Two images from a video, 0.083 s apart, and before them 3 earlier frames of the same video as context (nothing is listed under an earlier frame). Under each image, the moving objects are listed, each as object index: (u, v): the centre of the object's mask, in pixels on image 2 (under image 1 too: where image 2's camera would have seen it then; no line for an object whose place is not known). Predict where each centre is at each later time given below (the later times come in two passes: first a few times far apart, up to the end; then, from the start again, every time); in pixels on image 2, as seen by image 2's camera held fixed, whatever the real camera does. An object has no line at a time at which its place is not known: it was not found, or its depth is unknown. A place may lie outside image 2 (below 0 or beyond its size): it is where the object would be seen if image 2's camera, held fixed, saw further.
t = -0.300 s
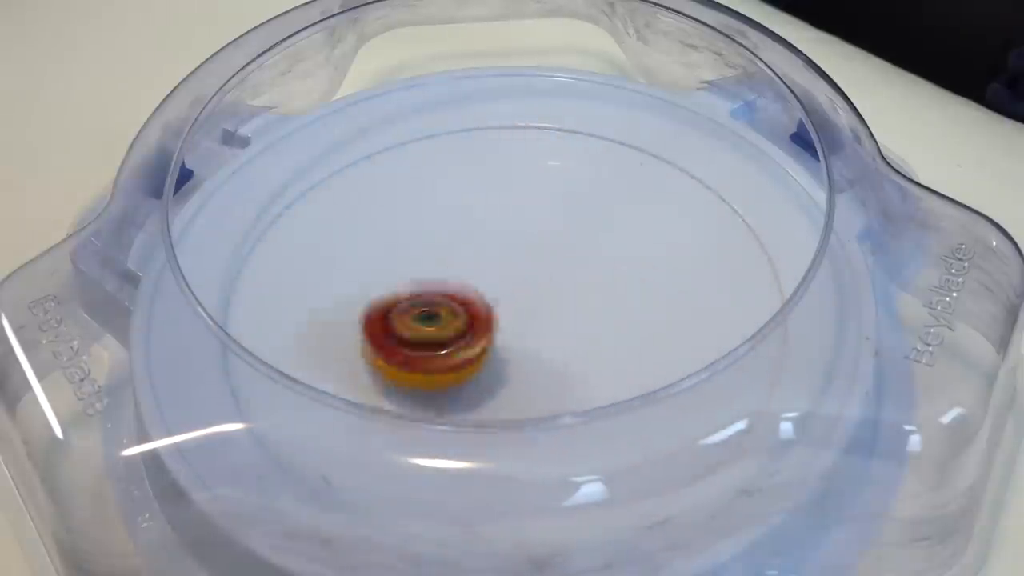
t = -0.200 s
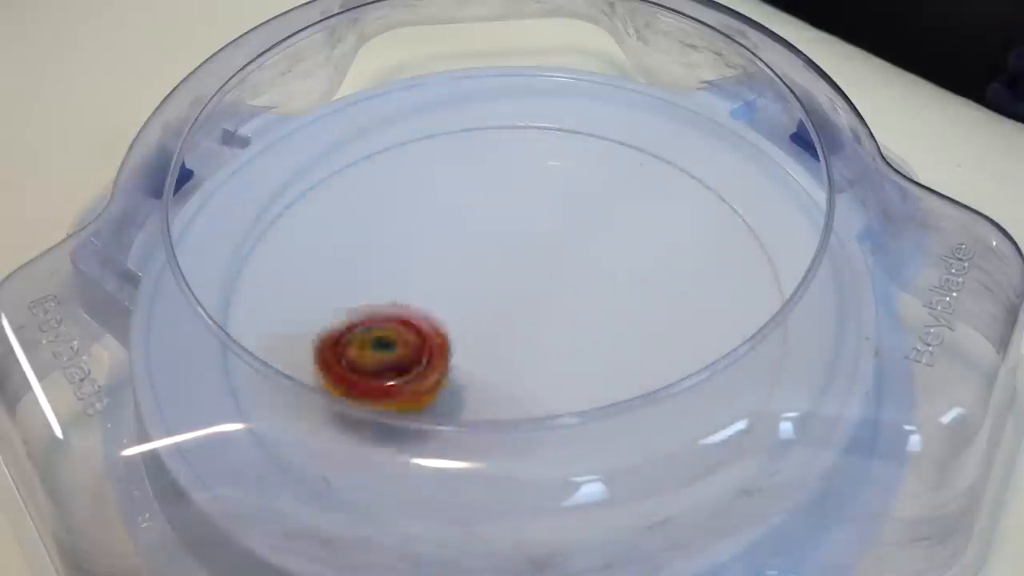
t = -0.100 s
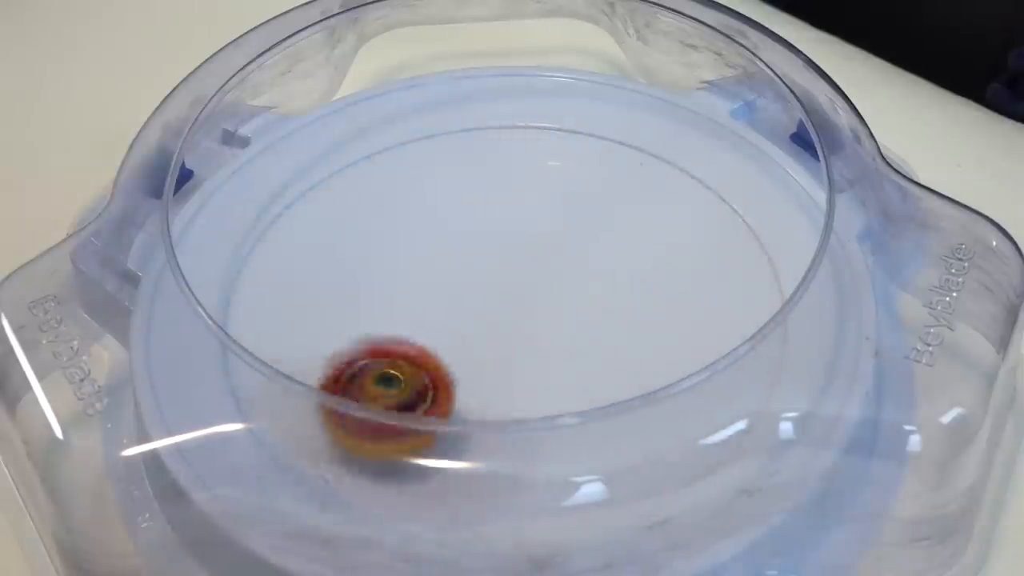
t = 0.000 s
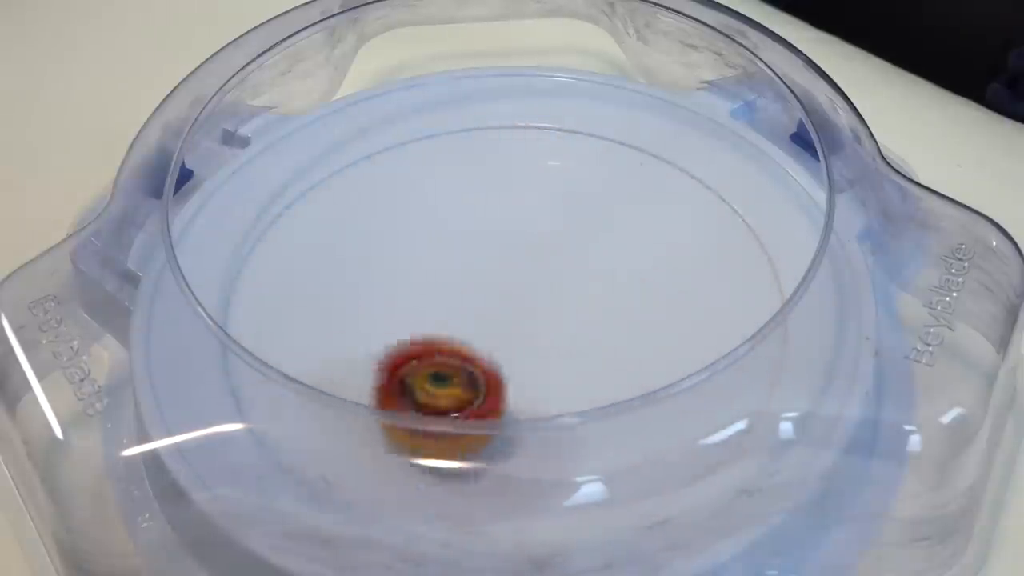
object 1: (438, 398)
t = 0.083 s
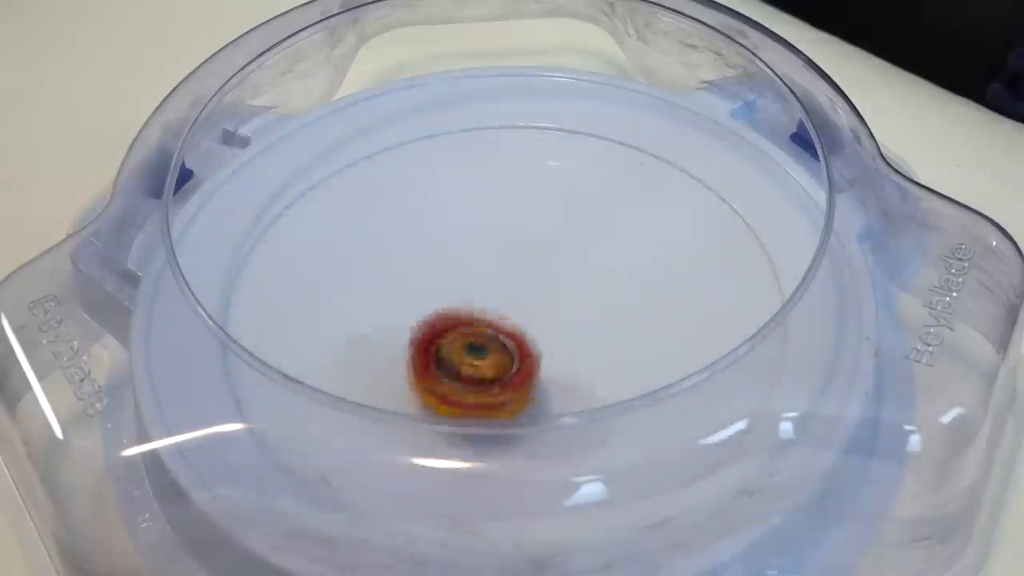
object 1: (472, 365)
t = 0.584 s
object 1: (386, 235)
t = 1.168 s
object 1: (615, 233)
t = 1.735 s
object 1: (504, 403)
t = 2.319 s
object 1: (414, 282)
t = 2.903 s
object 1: (532, 279)
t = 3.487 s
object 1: (514, 313)
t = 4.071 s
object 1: (522, 326)
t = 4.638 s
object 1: (448, 339)
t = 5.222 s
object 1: (485, 238)
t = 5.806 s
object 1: (593, 337)
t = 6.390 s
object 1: (422, 339)
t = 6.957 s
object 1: (503, 275)
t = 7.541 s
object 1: (512, 306)
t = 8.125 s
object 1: (536, 335)
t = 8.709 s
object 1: (449, 295)
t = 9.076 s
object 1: (490, 290)
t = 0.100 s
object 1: (477, 360)
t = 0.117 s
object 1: (480, 352)
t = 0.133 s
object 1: (482, 343)
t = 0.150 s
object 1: (483, 336)
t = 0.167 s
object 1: (483, 330)
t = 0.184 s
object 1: (486, 321)
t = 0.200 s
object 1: (485, 313)
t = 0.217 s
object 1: (484, 304)
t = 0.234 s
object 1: (483, 298)
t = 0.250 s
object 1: (482, 291)
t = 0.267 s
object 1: (482, 282)
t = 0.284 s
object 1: (479, 274)
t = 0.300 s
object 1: (475, 268)
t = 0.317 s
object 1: (473, 262)
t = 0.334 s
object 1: (470, 255)
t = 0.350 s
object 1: (466, 247)
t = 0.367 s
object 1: (461, 241)
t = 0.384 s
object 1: (455, 236)
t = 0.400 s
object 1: (451, 230)
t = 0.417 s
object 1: (446, 224)
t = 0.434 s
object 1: (437, 220)
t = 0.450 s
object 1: (431, 218)
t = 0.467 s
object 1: (423, 216)
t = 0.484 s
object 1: (417, 213)
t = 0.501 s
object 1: (409, 213)
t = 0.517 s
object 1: (400, 216)
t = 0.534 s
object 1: (394, 219)
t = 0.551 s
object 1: (391, 224)
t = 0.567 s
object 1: (387, 228)
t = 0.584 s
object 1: (386, 235)
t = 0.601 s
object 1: (386, 243)
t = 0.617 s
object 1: (391, 249)
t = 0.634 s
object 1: (396, 255)
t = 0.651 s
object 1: (400, 261)
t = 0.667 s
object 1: (408, 267)
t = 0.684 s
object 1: (417, 273)
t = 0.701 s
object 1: (424, 276)
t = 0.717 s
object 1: (434, 280)
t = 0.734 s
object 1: (441, 285)
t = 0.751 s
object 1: (453, 287)
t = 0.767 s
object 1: (464, 288)
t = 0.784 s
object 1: (471, 290)
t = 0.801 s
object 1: (482, 293)
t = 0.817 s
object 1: (494, 294)
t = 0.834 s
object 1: (502, 294)
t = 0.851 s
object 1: (512, 294)
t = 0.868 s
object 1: (522, 296)
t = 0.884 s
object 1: (532, 293)
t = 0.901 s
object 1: (542, 292)
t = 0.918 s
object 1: (550, 291)
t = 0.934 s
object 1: (560, 289)
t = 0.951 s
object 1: (571, 286)
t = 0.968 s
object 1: (577, 282)
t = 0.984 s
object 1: (586, 280)
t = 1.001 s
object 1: (594, 277)
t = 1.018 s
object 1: (601, 271)
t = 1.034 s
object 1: (607, 267)
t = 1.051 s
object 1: (611, 264)
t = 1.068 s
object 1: (617, 258)
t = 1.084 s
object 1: (621, 253)
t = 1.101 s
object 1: (621, 248)
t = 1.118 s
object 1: (624, 243)
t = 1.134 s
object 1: (623, 239)
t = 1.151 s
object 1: (619, 234)
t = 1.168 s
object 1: (615, 233)
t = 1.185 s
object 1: (610, 231)
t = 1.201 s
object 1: (606, 228)
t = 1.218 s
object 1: (599, 229)
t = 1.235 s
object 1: (592, 231)
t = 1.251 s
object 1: (587, 231)
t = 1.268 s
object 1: (582, 232)
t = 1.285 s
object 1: (571, 236)
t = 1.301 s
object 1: (565, 240)
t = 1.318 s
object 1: (558, 244)
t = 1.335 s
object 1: (549, 249)
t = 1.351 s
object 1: (543, 256)
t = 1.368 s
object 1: (538, 262)
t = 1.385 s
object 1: (531, 266)
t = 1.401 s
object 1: (525, 274)
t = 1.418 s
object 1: (520, 282)
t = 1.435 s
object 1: (517, 286)
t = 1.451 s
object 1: (512, 293)
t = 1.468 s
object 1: (506, 301)
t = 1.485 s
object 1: (504, 306)
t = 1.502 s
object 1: (501, 313)
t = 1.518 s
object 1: (496, 321)
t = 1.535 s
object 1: (495, 328)
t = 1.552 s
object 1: (493, 333)
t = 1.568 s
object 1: (489, 340)
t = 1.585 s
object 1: (489, 349)
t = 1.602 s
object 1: (488, 356)
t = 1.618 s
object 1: (487, 360)
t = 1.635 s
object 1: (487, 366)
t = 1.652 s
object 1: (488, 372)
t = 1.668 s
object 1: (491, 373)
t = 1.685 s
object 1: (492, 378)
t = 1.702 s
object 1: (493, 382)
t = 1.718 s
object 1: (501, 399)
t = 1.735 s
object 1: (504, 403)
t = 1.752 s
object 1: (508, 408)
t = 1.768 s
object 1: (517, 411)
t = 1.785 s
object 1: (526, 411)
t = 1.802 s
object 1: (531, 412)
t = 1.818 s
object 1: (541, 412)
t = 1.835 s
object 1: (548, 409)
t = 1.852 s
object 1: (550, 407)
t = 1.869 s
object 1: (557, 404)
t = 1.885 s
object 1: (561, 396)
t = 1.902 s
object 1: (560, 391)
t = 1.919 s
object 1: (563, 388)
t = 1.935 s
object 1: (564, 376)
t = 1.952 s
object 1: (559, 370)
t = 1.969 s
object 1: (557, 365)
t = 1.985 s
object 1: (555, 359)
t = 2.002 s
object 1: (549, 354)
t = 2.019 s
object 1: (545, 349)
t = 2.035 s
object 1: (540, 343)
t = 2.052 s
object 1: (532, 338)
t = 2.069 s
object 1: (526, 335)
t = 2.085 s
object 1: (521, 329)
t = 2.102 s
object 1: (513, 324)
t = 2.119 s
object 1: (506, 321)
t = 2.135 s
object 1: (499, 316)
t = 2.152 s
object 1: (491, 312)
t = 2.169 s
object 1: (484, 308)
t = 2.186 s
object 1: (477, 306)
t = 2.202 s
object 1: (469, 300)
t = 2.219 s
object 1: (461, 298)
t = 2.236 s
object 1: (454, 295)
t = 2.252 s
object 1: (445, 290)
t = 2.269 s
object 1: (437, 289)
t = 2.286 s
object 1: (430, 287)
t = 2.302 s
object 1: (422, 283)
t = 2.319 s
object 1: (414, 282)
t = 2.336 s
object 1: (406, 282)
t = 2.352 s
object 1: (399, 279)
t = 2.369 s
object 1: (392, 280)
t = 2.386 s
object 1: (384, 282)
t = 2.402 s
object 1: (379, 281)
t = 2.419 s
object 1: (373, 284)
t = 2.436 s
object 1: (368, 286)
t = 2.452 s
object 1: (365, 288)
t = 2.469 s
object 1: (364, 293)
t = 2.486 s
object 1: (364, 295)
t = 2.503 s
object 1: (364, 298)
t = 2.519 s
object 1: (366, 303)
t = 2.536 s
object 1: (370, 305)
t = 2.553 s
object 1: (373, 306)
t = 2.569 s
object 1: (379, 312)
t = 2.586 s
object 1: (387, 314)
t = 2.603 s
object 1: (391, 315)
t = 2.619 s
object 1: (400, 318)
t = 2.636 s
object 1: (410, 319)
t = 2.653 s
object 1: (416, 318)
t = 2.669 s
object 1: (426, 320)
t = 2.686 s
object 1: (436, 318)
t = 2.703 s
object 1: (442, 317)
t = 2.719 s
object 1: (452, 315)
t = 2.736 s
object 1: (461, 313)
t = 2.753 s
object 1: (468, 311)
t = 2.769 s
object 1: (477, 308)
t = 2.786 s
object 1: (485, 305)
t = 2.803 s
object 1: (491, 303)
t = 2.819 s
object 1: (501, 299)
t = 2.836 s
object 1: (507, 295)
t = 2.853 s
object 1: (513, 292)
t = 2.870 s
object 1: (521, 286)
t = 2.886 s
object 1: (526, 283)
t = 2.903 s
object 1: (532, 279)
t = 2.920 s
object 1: (538, 273)
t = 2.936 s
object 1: (543, 269)
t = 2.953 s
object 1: (549, 264)
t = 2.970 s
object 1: (551, 258)
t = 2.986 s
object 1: (556, 254)
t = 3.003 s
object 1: (560, 248)
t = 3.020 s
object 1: (560, 242)
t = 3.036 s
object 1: (563, 237)
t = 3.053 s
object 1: (564, 233)
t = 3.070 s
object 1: (561, 229)
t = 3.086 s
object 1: (561, 223)
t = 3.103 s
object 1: (557, 220)
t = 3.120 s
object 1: (553, 219)
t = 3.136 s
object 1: (552, 217)
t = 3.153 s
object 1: (546, 217)
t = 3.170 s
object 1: (542, 219)
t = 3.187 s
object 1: (537, 218)
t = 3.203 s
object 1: (533, 221)
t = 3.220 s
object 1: (530, 223)
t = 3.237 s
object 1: (523, 226)
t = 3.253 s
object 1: (520, 232)
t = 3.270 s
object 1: (517, 237)
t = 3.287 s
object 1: (511, 244)
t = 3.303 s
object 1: (511, 248)
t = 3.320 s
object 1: (509, 254)
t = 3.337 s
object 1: (507, 263)
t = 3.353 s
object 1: (506, 266)
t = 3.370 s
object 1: (506, 272)
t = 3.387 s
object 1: (506, 279)
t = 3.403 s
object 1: (506, 284)
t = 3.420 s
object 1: (508, 291)
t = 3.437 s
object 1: (509, 297)
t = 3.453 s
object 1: (509, 303)
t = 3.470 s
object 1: (512, 309)
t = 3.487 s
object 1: (514, 313)
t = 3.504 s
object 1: (515, 322)
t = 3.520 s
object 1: (518, 327)
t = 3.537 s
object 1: (521, 331)
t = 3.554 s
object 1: (524, 339)
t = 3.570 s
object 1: (528, 341)
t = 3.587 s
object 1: (531, 347)
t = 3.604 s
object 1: (535, 353)
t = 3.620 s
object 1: (538, 355)
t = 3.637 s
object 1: (545, 360)
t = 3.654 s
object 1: (550, 362)
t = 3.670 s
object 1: (552, 364)
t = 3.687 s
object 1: (559, 366)
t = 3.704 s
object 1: (565, 365)
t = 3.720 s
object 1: (568, 368)
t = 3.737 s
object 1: (576, 366)
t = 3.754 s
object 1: (580, 365)
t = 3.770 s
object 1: (584, 366)
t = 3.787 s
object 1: (586, 362)
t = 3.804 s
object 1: (589, 363)
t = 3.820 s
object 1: (593, 360)
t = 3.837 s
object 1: (591, 359)
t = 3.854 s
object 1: (593, 359)
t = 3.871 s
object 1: (591, 356)
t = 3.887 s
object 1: (589, 355)
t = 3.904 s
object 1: (586, 351)
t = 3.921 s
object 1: (584, 349)
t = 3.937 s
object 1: (580, 345)
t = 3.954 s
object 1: (572, 342)
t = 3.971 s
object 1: (568, 338)
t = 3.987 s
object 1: (560, 335)
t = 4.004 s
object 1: (553, 334)
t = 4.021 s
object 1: (547, 330)
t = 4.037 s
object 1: (539, 329)
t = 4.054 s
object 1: (532, 327)
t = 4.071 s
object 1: (522, 326)
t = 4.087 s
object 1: (517, 325)
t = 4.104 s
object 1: (508, 323)
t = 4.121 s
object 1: (499, 324)
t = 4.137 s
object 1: (493, 321)
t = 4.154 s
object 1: (485, 322)
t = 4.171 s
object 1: (478, 320)
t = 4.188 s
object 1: (467, 319)
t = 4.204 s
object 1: (462, 321)
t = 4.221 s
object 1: (454, 319)
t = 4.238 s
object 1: (445, 321)
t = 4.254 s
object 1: (440, 319)
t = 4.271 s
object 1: (432, 322)
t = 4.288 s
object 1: (425, 321)
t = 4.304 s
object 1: (415, 323)
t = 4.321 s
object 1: (411, 324)
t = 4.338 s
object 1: (404, 327)
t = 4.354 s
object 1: (398, 330)
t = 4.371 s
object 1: (395, 330)
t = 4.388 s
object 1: (392, 336)
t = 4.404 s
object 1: (391, 338)
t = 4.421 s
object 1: (388, 341)
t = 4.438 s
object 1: (391, 343)
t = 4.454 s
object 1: (392, 344)
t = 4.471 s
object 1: (393, 348)
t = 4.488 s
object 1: (396, 347)
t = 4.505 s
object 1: (399, 349)
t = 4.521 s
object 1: (405, 348)
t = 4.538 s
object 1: (408, 351)
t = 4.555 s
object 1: (416, 349)
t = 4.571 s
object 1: (422, 349)
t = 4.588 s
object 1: (429, 347)
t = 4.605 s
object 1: (433, 345)
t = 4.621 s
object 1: (441, 342)
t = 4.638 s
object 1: (448, 339)
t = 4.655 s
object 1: (451, 337)
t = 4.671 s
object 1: (456, 332)
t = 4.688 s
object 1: (462, 329)
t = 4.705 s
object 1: (469, 324)
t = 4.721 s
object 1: (471, 321)
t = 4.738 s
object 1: (477, 316)
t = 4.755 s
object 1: (481, 312)
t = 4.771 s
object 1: (487, 308)
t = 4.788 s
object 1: (487, 304)
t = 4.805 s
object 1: (492, 299)
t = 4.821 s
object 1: (496, 293)
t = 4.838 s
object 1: (499, 290)
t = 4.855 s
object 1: (501, 284)
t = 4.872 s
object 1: (504, 280)
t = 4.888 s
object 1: (508, 274)
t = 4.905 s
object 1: (508, 271)
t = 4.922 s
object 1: (511, 265)
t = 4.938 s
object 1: (512, 260)
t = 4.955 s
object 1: (514, 256)
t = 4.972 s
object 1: (512, 252)
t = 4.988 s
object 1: (514, 246)
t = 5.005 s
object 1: (513, 243)
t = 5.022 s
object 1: (512, 240)
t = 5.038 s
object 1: (509, 236)
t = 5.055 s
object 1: (508, 233)
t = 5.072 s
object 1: (505, 232)
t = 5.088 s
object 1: (503, 231)
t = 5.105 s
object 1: (500, 229)
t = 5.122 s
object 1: (499, 230)
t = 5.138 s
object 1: (497, 230)
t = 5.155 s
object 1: (493, 231)
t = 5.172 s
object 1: (492, 230)
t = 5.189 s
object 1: (490, 233)
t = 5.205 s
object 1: (489, 235)
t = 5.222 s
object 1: (485, 238)
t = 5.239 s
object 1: (486, 241)
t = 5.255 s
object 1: (483, 245)
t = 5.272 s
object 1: (484, 248)
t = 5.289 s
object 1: (482, 254)
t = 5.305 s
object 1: (484, 257)
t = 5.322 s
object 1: (484, 263)
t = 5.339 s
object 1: (486, 268)
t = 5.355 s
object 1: (486, 273)
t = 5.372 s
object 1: (490, 277)
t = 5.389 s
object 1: (492, 282)
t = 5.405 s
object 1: (495, 287)
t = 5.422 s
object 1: (497, 292)
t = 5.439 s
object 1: (502, 296)
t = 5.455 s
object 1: (504, 300)
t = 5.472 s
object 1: (508, 305)
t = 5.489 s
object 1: (511, 307)
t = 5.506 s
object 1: (516, 312)
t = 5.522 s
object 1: (520, 316)
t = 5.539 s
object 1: (523, 321)
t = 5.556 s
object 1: (527, 323)
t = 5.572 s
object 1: (533, 327)
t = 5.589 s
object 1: (538, 330)
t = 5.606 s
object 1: (542, 334)
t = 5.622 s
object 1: (547, 335)
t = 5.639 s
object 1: (554, 339)
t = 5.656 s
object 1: (559, 341)
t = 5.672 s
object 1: (564, 344)
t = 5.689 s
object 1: (569, 343)
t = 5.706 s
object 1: (576, 344)
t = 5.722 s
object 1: (582, 343)
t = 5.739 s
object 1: (585, 344)
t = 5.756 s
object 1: (589, 340)
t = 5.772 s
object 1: (592, 339)
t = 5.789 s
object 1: (594, 337)
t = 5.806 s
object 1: (593, 337)
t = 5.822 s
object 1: (593, 333)
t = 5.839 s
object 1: (594, 332)
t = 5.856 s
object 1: (592, 329)
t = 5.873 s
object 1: (591, 329)
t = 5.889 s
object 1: (586, 326)
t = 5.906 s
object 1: (585, 325)
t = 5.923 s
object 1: (581, 322)
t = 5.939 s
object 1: (577, 323)
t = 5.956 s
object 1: (570, 320)
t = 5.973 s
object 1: (566, 318)
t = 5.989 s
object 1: (560, 318)
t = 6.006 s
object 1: (555, 317)
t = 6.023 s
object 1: (545, 316)
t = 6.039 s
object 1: (540, 315)
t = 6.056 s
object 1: (533, 315)
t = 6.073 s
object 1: (530, 316)
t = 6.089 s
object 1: (521, 317)
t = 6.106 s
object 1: (515, 315)
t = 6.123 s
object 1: (508, 317)
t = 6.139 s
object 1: (504, 316)
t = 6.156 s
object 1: (495, 318)
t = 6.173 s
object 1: (489, 317)
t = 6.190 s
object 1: (482, 319)
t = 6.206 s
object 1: (477, 319)
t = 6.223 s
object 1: (469, 323)
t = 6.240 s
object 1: (464, 321)
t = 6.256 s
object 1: (457, 324)
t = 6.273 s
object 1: (453, 325)
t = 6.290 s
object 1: (445, 329)
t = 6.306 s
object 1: (440, 327)
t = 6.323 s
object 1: (436, 331)
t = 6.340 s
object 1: (432, 332)
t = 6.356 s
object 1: (426, 335)
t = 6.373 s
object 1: (422, 336)
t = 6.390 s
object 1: (422, 339)
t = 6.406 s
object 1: (419, 341)
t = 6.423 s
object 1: (419, 345)
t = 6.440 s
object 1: (416, 346)
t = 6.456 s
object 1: (421, 348)
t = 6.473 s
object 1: (421, 350)
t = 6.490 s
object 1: (424, 351)
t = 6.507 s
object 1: (424, 352)
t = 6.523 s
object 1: (427, 351)
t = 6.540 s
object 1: (430, 353)
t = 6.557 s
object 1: (434, 352)
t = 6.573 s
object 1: (435, 353)
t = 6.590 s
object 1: (439, 350)
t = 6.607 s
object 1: (446, 351)
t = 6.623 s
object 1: (450, 348)
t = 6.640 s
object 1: (455, 347)
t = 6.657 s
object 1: (458, 343)
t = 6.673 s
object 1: (464, 339)
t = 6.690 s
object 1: (467, 338)
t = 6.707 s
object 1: (472, 333)
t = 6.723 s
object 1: (473, 331)
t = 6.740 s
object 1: (478, 325)
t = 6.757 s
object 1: (482, 321)
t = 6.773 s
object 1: (485, 317)
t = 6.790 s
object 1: (487, 315)
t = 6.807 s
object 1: (488, 311)
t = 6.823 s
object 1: (493, 306)
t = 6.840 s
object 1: (495, 302)
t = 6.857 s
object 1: (499, 298)
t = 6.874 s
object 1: (497, 296)
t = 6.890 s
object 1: (500, 291)
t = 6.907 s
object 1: (501, 287)
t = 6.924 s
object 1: (504, 281)
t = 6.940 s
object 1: (504, 279)
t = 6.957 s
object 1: (503, 275)
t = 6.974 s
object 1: (506, 270)
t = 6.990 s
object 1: (506, 267)
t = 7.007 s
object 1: (507, 264)
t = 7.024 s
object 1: (504, 261)
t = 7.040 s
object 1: (505, 256)
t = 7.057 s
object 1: (504, 255)
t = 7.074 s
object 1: (504, 252)
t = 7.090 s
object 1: (502, 251)
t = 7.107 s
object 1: (499, 248)
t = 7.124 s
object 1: (499, 247)
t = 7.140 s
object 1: (498, 247)
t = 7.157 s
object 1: (497, 246)
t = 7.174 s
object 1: (493, 246)
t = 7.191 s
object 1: (492, 245)
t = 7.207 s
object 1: (491, 246)
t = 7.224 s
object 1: (490, 246)
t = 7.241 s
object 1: (489, 249)
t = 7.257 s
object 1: (487, 251)
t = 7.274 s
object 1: (488, 251)
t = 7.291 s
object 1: (486, 255)
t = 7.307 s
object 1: (486, 257)
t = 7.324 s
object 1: (484, 261)
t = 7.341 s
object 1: (484, 262)
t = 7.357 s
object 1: (487, 267)
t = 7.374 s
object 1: (487, 270)
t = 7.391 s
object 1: (489, 274)
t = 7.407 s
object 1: (488, 279)
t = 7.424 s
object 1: (492, 281)
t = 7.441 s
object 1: (493, 286)
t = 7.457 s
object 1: (497, 289)
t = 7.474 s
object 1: (500, 294)
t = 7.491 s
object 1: (501, 298)
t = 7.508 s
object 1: (506, 300)
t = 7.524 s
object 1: (508, 303)
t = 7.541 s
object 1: (512, 306)
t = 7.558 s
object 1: (514, 310)
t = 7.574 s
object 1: (517, 312)
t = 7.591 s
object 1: (521, 314)
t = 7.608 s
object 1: (525, 316)
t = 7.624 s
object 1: (530, 320)
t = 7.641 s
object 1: (531, 324)
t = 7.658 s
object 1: (535, 324)
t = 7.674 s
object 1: (537, 327)
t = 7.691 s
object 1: (541, 328)
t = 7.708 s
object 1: (545, 331)
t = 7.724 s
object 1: (545, 332)
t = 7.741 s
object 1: (548, 332)
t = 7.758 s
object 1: (550, 335)
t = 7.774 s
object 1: (553, 335)
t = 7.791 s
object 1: (553, 338)
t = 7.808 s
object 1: (554, 337)
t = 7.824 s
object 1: (558, 337)
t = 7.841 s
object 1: (558, 340)
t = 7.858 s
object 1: (559, 339)
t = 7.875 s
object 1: (559, 341)
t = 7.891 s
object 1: (558, 340)
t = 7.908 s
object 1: (561, 339)
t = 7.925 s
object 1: (560, 341)
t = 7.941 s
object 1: (560, 340)
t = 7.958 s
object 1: (559, 341)
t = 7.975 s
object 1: (556, 339)
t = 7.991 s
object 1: (559, 338)
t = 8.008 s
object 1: (556, 340)
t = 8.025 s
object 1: (554, 338)
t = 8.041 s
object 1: (551, 338)
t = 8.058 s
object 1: (548, 337)
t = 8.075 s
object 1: (548, 336)
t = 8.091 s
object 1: (543, 336)
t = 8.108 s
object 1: (541, 335)
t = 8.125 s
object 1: (536, 335)
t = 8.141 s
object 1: (532, 333)
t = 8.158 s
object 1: (531, 332)
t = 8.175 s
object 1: (527, 332)
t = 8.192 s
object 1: (524, 330)
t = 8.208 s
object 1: (520, 331)
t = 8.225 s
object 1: (514, 329)
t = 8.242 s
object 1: (513, 327)
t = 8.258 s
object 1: (508, 328)
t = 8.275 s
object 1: (506, 325)
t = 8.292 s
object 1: (502, 326)
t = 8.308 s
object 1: (497, 324)
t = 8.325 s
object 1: (494, 322)
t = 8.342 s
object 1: (490, 322)
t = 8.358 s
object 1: (488, 320)
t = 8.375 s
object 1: (485, 321)
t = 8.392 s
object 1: (481, 319)
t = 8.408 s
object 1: (478, 316)
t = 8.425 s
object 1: (475, 317)
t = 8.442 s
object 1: (473, 314)
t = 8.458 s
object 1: (472, 314)
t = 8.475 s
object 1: (466, 312)
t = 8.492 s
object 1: (464, 309)
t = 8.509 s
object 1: (462, 309)
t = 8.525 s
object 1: (460, 308)
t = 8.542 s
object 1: (460, 307)
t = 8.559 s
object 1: (455, 306)
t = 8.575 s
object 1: (453, 303)
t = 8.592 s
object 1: (454, 304)
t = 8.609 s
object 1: (453, 302)
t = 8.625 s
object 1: (453, 300)
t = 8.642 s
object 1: (449, 301)
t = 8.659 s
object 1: (448, 298)
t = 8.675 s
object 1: (450, 297)
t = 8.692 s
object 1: (448, 297)
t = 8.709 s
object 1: (449, 295)
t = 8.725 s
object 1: (448, 295)
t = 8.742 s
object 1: (447, 294)
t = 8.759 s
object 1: (450, 293)
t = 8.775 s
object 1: (448, 293)
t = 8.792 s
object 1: (450, 292)
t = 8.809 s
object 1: (453, 292)
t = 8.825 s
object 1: (451, 292)
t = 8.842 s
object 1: (453, 290)
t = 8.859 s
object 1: (457, 291)
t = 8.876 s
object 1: (458, 291)
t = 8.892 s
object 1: (460, 289)
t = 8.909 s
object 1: (462, 291)
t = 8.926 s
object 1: (464, 290)
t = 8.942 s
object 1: (468, 289)
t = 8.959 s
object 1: (469, 290)
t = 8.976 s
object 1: (473, 289)
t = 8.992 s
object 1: (477, 290)
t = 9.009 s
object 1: (476, 290)
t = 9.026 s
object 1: (478, 288)
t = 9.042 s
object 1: (484, 290)
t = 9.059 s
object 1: (487, 290)
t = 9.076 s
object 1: (490, 290)
